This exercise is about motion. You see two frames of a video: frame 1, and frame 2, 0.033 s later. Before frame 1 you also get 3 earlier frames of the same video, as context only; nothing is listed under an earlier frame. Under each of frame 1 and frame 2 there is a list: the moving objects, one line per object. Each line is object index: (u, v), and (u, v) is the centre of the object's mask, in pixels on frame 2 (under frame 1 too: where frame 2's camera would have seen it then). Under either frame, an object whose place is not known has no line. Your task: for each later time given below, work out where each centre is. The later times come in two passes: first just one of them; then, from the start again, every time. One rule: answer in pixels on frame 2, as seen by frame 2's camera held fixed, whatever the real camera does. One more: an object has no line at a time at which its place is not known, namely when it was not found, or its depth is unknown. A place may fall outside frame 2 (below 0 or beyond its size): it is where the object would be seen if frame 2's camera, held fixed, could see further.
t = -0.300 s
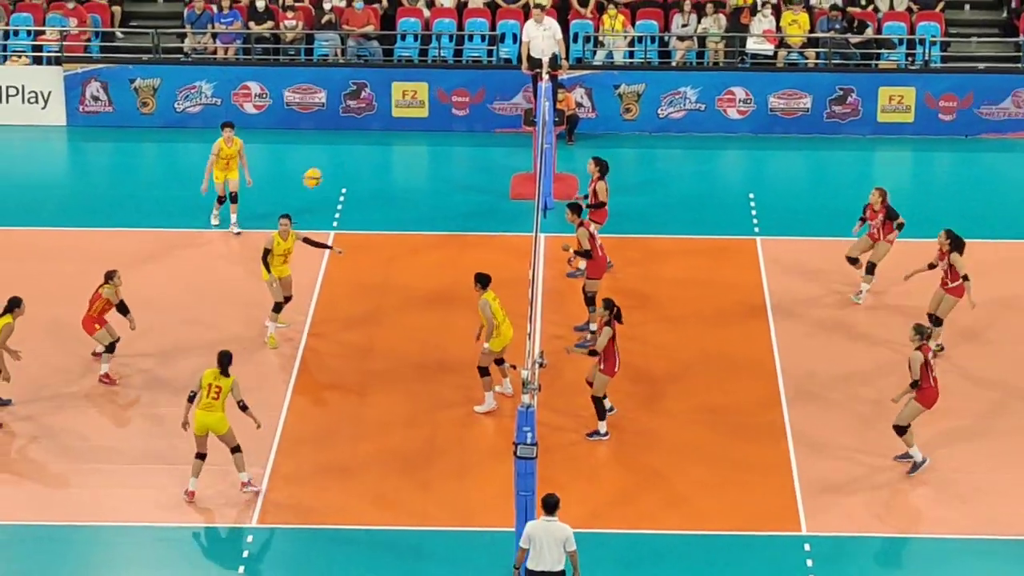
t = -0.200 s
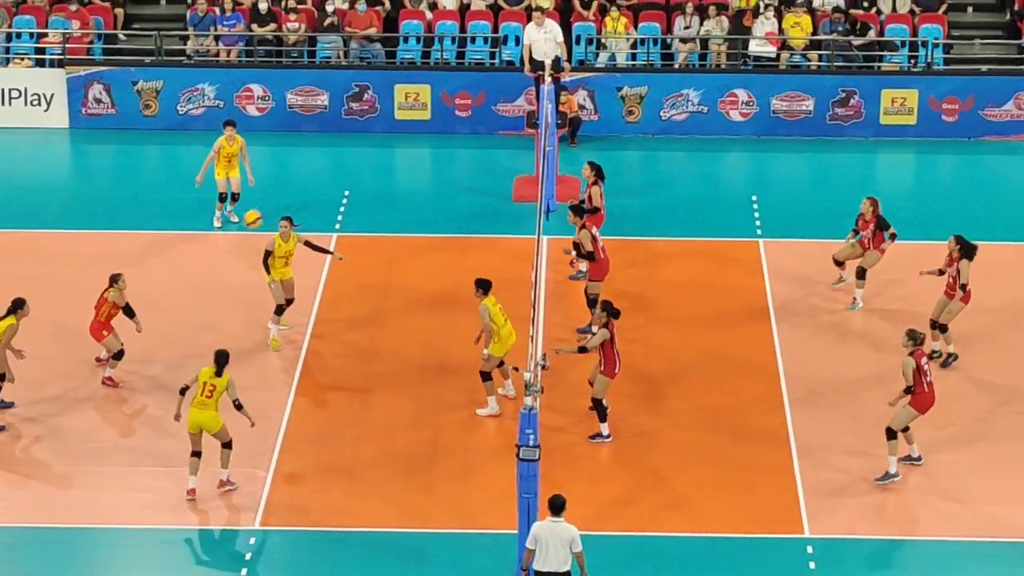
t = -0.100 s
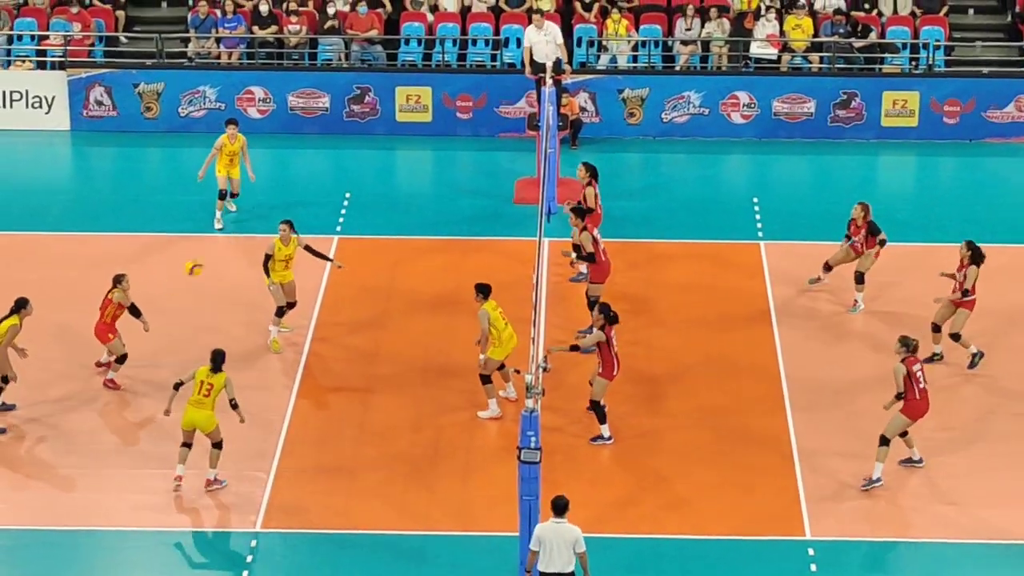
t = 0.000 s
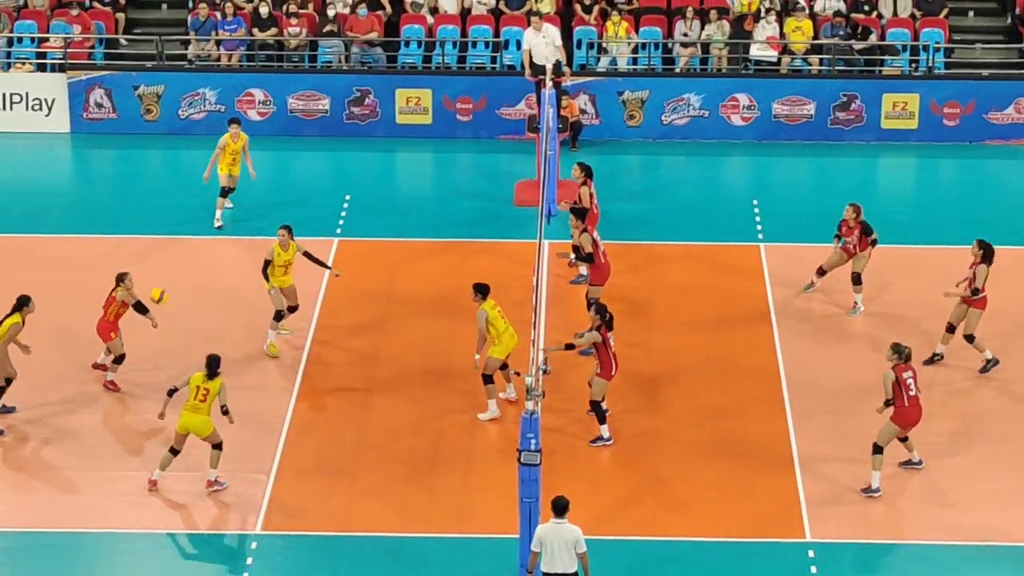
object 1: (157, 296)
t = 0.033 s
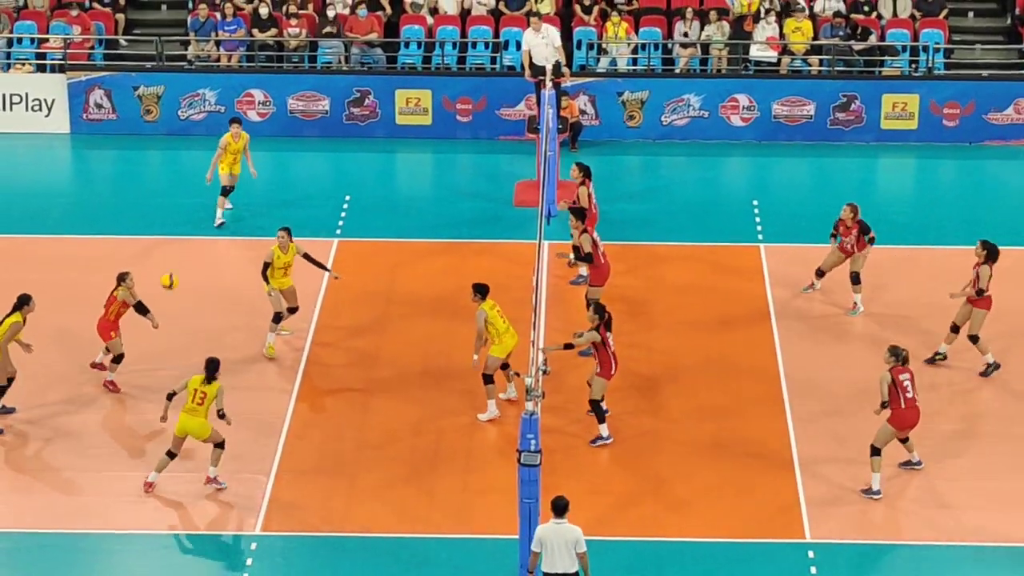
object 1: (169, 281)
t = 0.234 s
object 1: (233, 206)
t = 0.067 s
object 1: (179, 267)
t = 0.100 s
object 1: (190, 253)
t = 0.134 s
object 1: (200, 239)
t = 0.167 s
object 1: (211, 227)
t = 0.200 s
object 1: (221, 217)
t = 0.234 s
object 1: (233, 206)
